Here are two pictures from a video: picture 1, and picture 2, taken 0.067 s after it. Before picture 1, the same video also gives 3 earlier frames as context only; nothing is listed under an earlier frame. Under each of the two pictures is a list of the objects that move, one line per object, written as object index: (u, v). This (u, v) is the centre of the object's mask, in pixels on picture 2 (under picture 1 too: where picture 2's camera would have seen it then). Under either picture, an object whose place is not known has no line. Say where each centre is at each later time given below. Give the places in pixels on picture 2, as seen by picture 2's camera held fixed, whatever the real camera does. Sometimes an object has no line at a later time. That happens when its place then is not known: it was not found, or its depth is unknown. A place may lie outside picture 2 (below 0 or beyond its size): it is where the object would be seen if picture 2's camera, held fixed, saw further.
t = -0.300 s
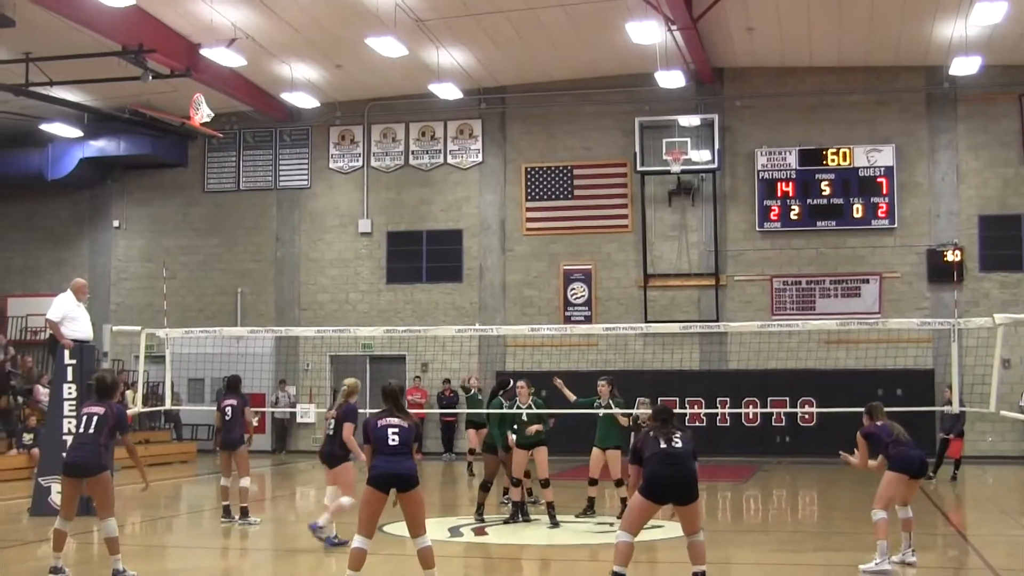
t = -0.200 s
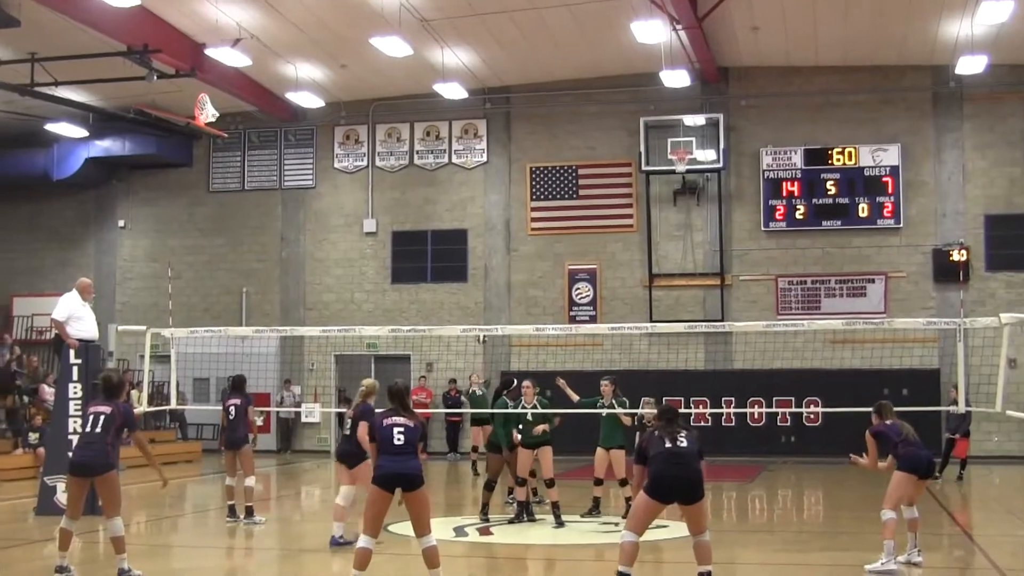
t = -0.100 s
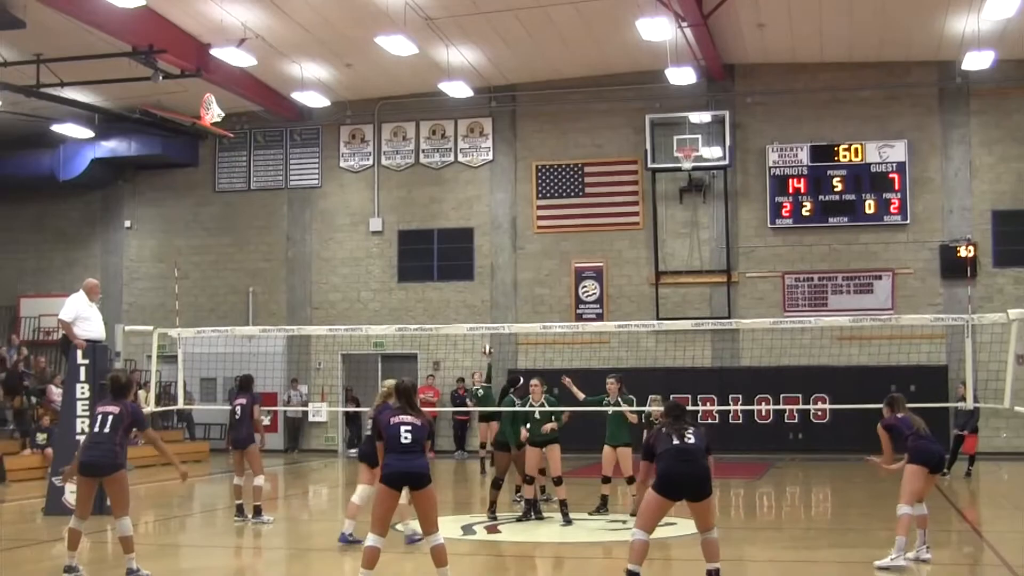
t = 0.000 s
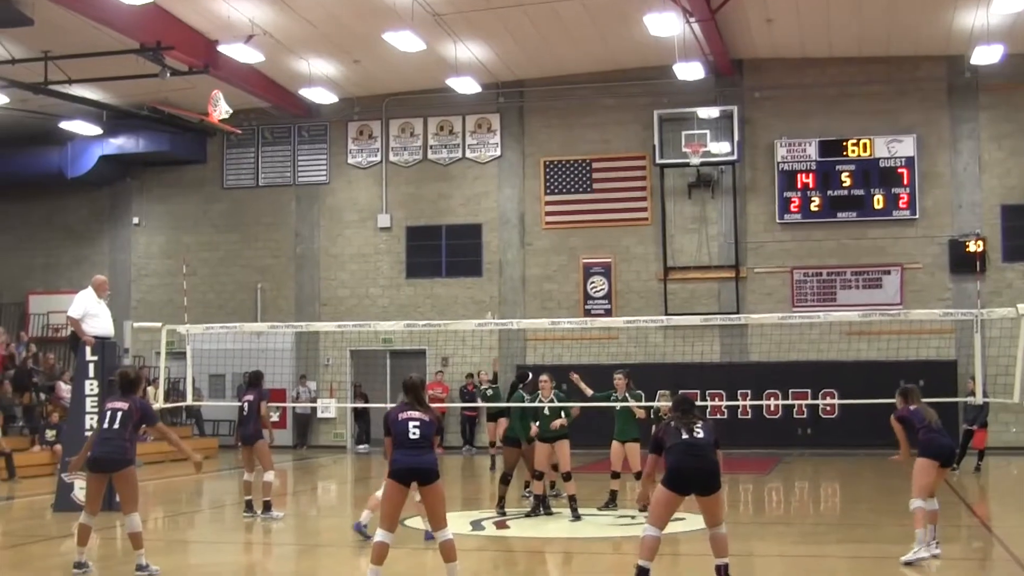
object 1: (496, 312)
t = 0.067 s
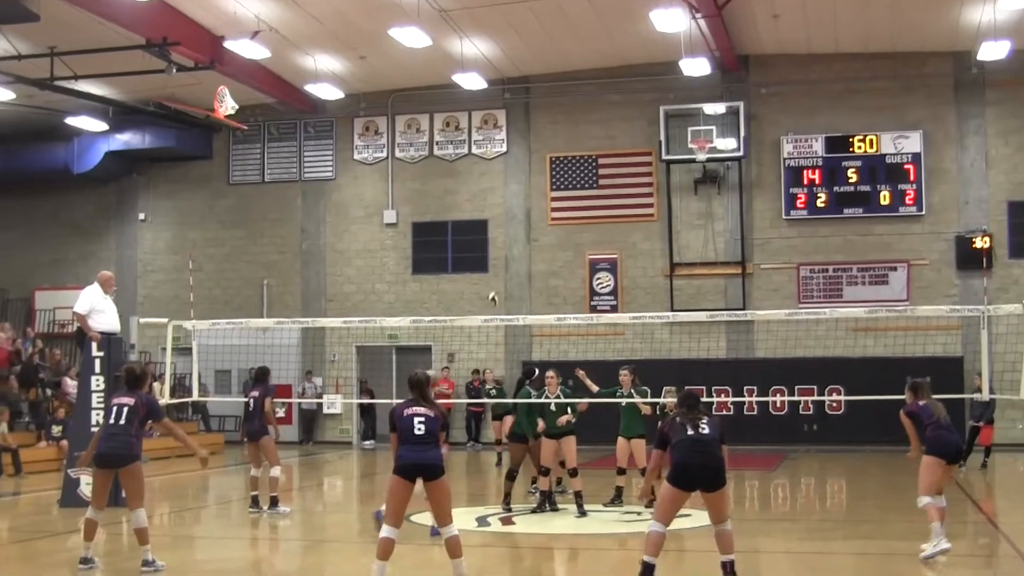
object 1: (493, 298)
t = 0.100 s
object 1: (491, 292)
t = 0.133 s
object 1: (490, 285)
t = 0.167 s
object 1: (488, 278)
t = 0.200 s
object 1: (486, 273)
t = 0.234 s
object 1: (485, 268)
